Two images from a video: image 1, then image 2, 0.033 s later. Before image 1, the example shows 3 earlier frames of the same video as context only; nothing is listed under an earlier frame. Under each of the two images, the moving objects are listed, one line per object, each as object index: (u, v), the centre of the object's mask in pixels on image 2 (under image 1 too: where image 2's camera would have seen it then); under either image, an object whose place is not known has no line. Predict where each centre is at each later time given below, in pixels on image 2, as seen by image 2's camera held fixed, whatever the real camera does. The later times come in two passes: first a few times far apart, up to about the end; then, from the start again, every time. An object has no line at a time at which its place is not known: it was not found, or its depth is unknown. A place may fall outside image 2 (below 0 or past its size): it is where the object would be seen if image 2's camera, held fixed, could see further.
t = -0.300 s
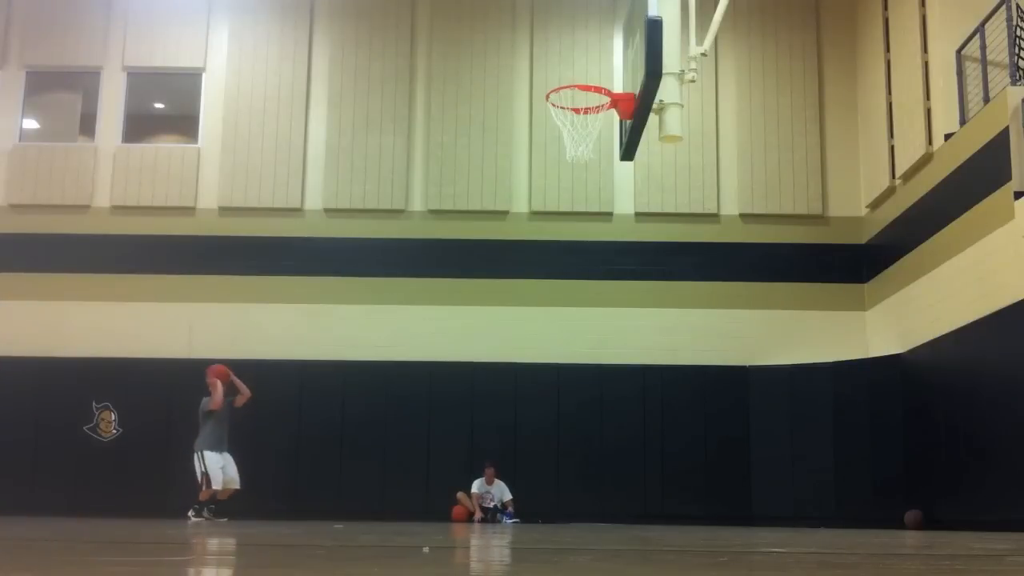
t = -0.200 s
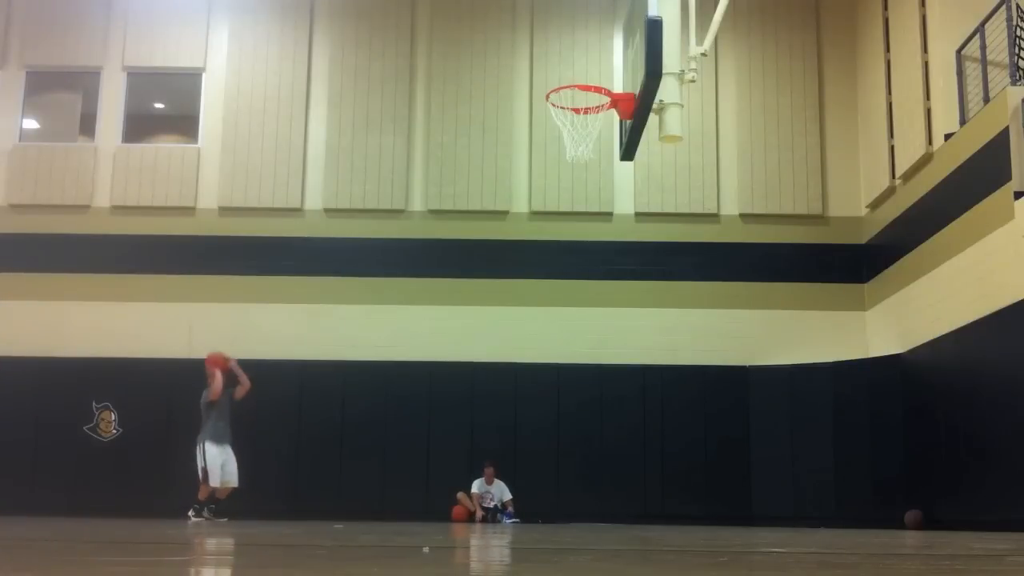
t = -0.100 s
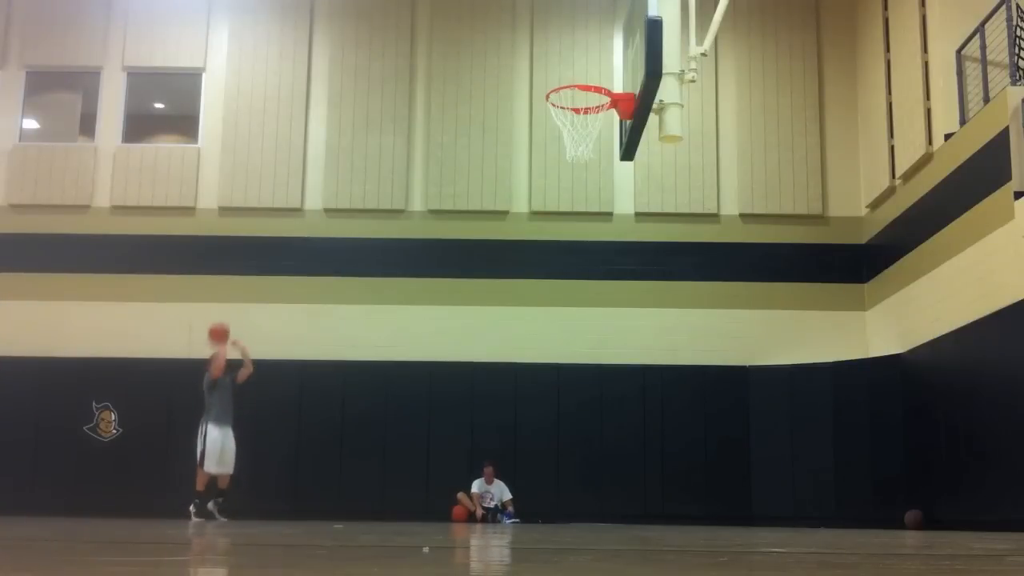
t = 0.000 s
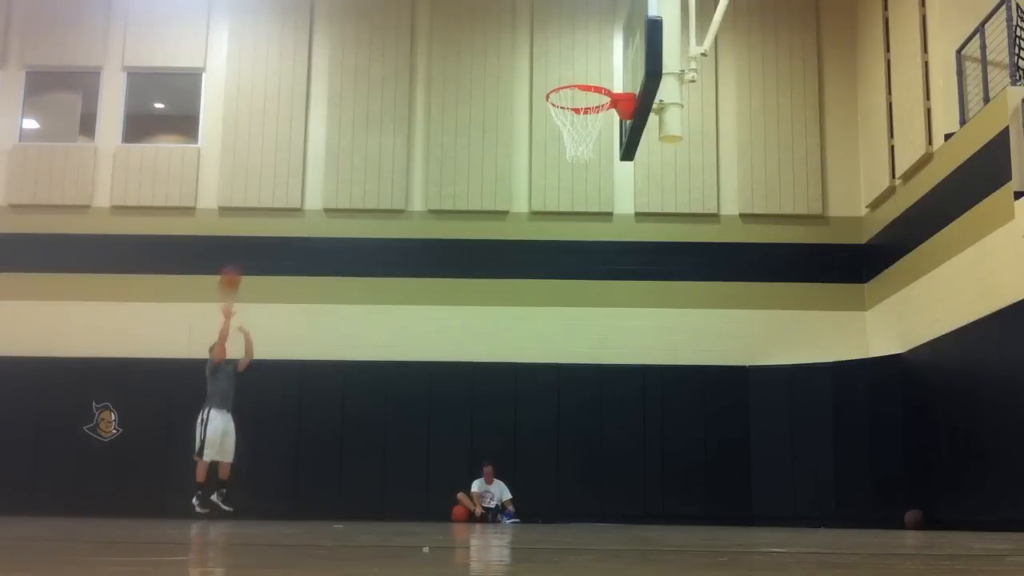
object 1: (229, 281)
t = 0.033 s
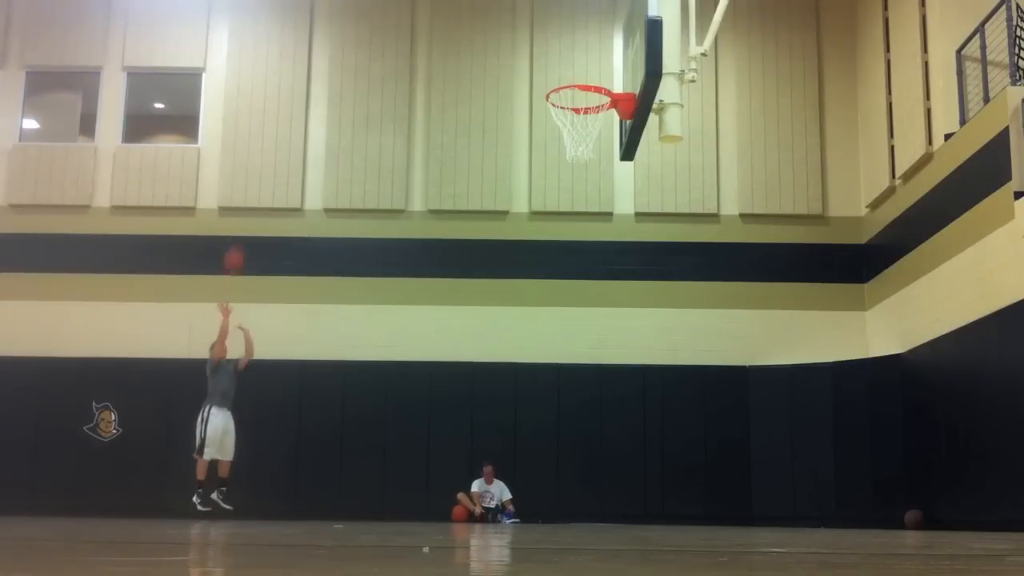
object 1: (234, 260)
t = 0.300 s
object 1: (271, 135)
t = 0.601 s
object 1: (308, 56)
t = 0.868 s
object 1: (341, 49)
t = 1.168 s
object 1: (381, 125)
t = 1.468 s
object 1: (424, 324)
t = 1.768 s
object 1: (458, 414)
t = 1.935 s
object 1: (467, 315)
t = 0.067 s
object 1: (238, 245)
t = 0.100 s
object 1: (243, 226)
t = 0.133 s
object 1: (248, 207)
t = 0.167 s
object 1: (252, 192)
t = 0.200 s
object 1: (257, 177)
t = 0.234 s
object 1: (262, 162)
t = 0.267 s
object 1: (266, 148)
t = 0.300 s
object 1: (271, 135)
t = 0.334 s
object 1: (275, 122)
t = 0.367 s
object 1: (279, 111)
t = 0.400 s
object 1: (283, 101)
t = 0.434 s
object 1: (287, 92)
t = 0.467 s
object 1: (291, 83)
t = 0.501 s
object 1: (296, 75)
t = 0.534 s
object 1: (300, 68)
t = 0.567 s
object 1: (304, 62)
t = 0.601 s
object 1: (308, 56)
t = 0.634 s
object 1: (312, 52)
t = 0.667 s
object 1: (316, 49)
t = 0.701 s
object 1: (320, 46)
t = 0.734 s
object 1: (325, 45)
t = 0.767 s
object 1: (329, 44)
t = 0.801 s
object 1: (333, 45)
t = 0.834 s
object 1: (338, 46)
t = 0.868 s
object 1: (341, 49)
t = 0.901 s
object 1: (346, 52)
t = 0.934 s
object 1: (350, 58)
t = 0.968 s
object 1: (354, 64)
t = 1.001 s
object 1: (359, 71)
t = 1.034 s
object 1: (363, 79)
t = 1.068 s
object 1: (367, 89)
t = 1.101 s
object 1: (371, 100)
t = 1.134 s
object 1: (376, 112)
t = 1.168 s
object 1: (381, 125)
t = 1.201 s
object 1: (385, 141)
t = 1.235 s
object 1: (390, 157)
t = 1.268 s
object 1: (395, 175)
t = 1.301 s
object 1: (399, 195)
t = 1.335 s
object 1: (405, 217)
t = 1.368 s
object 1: (408, 238)
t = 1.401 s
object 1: (413, 262)
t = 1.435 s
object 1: (419, 290)
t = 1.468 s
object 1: (424, 324)
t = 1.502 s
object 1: (428, 356)
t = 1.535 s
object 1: (434, 388)
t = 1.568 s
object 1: (438, 424)
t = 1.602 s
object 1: (445, 466)
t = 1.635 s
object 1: (450, 502)
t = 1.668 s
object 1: (450, 486)
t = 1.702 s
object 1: (454, 461)
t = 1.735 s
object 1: (456, 437)
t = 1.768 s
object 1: (458, 414)
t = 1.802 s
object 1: (459, 392)
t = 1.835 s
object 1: (461, 373)
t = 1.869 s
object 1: (464, 350)
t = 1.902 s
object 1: (466, 332)
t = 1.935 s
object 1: (467, 315)
